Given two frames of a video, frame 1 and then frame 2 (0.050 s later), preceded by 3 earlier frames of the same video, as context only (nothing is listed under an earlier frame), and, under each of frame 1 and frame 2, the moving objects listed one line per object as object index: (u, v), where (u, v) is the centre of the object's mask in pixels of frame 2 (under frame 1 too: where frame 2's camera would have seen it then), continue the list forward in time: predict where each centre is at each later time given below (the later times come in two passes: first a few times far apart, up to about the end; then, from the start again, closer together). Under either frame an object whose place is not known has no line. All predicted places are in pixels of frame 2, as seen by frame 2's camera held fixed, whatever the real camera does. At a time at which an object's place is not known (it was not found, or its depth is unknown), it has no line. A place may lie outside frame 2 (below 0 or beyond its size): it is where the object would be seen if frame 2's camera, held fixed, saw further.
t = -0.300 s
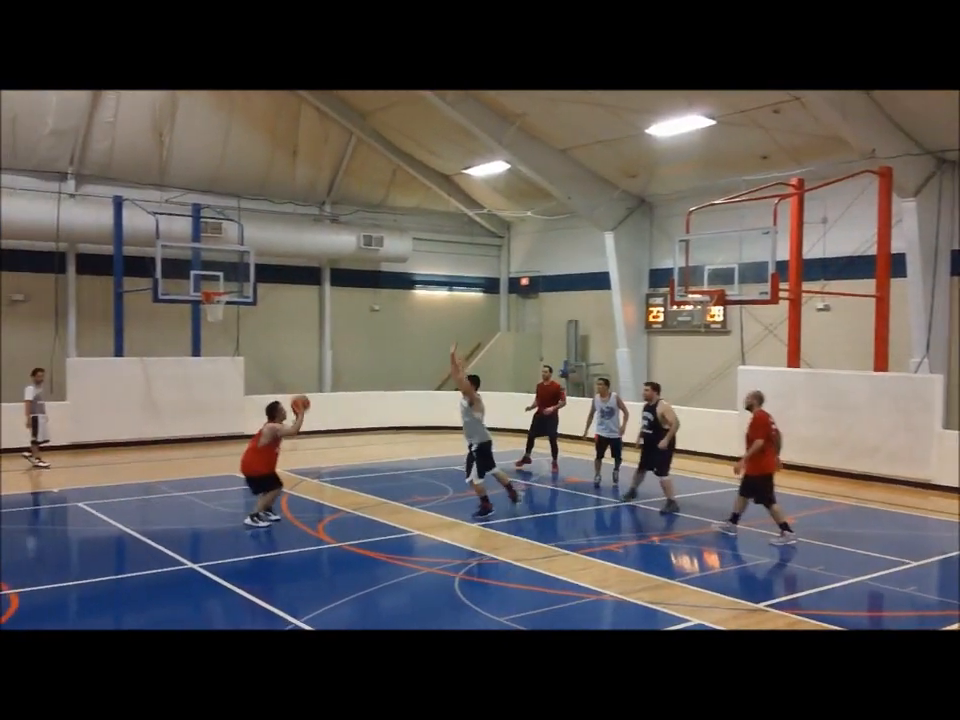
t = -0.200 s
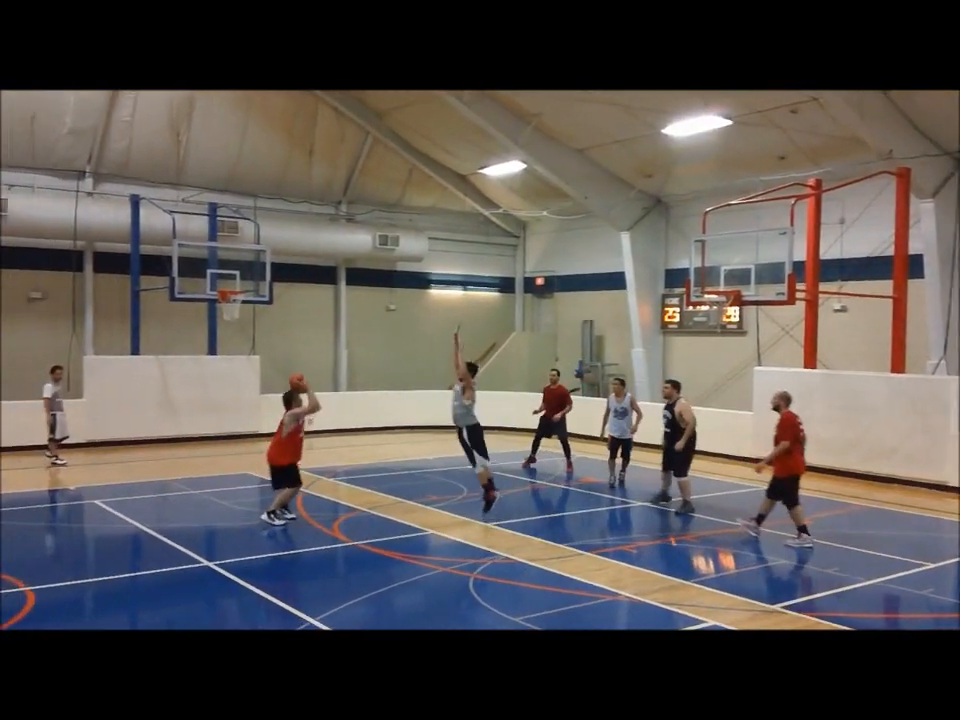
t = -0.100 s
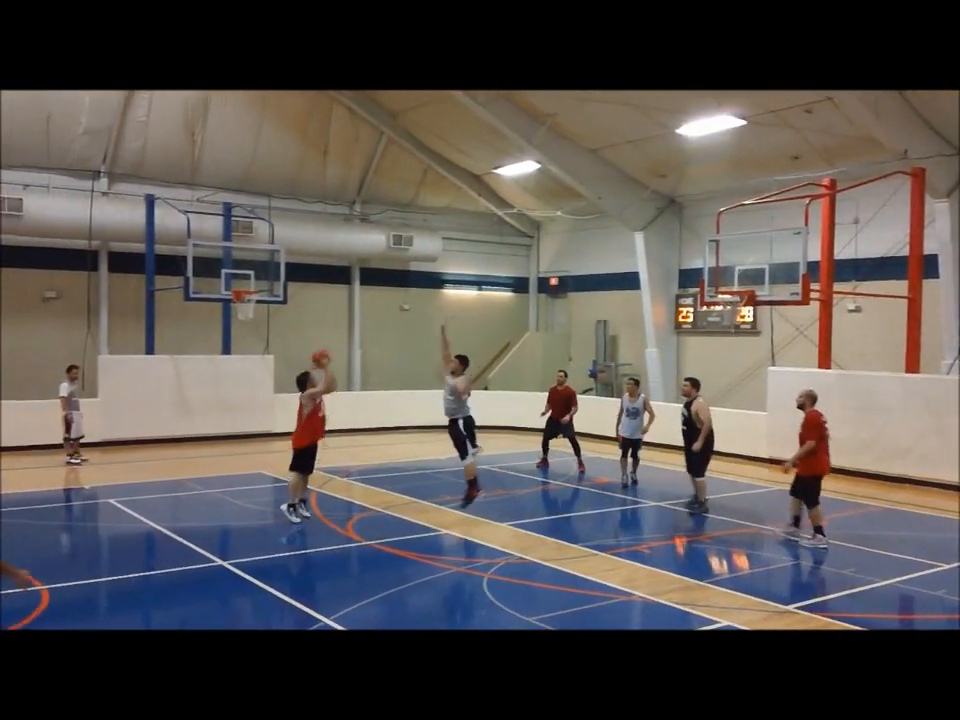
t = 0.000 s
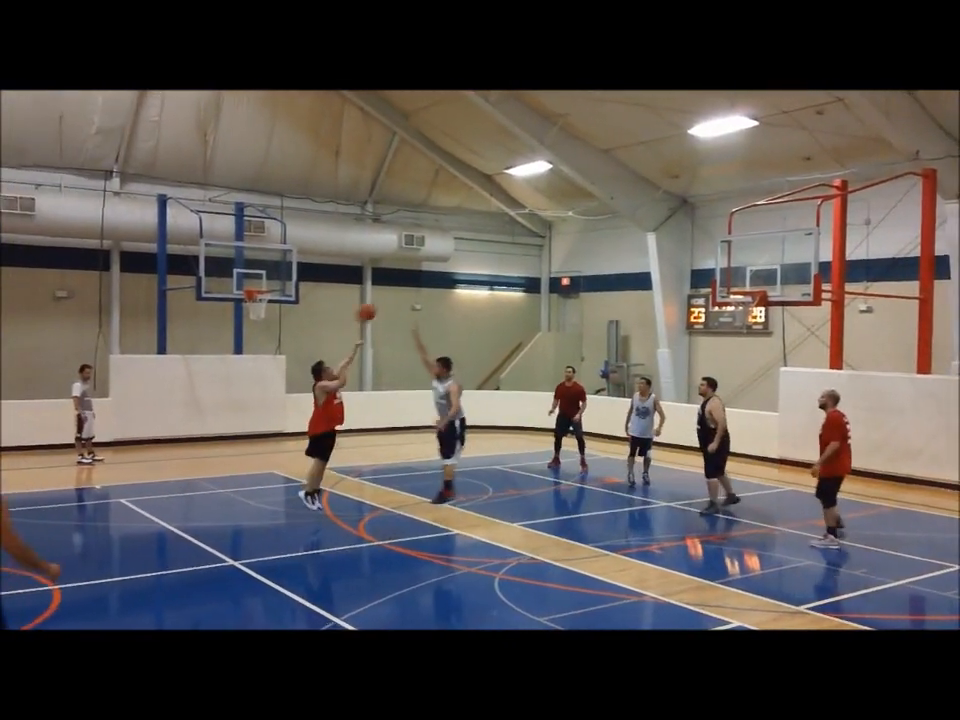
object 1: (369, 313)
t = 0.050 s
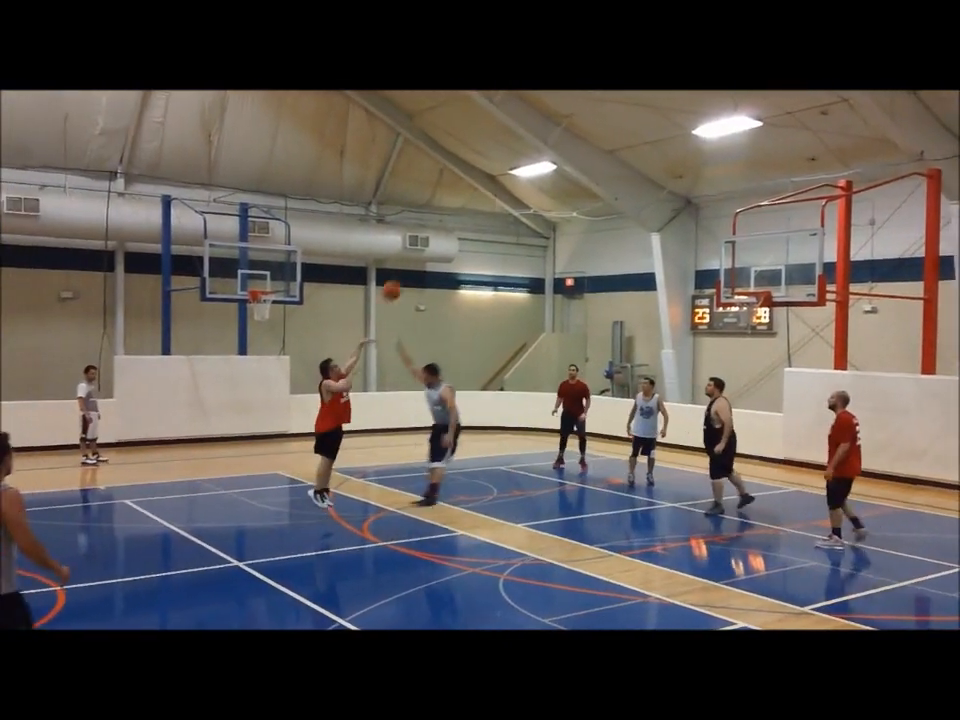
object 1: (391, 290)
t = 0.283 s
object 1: (486, 217)
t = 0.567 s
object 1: (584, 187)
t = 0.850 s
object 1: (673, 213)
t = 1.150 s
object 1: (751, 283)
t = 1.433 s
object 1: (778, 256)
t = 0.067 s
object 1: (398, 282)
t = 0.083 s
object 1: (406, 276)
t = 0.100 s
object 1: (412, 271)
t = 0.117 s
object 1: (421, 264)
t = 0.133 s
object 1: (427, 260)
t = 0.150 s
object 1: (434, 254)
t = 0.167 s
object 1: (442, 247)
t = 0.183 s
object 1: (449, 243)
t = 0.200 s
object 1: (454, 238)
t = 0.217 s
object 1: (461, 232)
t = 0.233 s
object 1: (467, 229)
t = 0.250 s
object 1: (473, 224)
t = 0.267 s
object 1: (479, 221)
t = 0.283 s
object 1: (486, 217)
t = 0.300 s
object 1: (491, 214)
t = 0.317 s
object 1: (498, 211)
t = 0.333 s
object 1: (503, 207)
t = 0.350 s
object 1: (509, 205)
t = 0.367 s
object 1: (515, 201)
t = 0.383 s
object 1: (522, 199)
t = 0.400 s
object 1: (528, 197)
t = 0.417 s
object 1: (534, 195)
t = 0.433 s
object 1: (540, 193)
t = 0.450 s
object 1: (547, 192)
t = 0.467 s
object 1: (551, 190)
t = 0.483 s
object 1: (558, 189)
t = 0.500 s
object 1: (564, 188)
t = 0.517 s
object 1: (569, 187)
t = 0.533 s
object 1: (573, 186)
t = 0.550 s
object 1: (578, 186)
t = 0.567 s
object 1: (584, 187)
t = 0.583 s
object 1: (589, 186)
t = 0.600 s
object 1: (595, 186)
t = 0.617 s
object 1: (600, 187)
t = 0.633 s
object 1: (606, 187)
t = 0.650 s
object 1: (612, 188)
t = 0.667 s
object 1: (617, 189)
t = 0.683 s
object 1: (623, 190)
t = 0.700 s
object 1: (628, 191)
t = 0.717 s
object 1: (633, 193)
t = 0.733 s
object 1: (638, 195)
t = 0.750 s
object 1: (643, 196)
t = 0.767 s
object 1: (649, 199)
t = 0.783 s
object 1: (654, 201)
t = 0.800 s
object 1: (658, 204)
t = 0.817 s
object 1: (664, 207)
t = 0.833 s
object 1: (669, 210)
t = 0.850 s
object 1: (673, 213)
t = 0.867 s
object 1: (677, 216)
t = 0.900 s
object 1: (687, 223)
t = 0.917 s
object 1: (693, 226)
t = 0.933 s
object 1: (697, 230)
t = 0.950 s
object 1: (702, 234)
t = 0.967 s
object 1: (706, 239)
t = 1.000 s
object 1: (716, 247)
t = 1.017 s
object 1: (720, 252)
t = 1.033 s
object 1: (725, 257)
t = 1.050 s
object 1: (730, 263)
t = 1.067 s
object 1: (734, 268)
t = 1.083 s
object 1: (736, 273)
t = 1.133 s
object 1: (750, 284)
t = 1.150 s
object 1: (751, 283)
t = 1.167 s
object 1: (753, 280)
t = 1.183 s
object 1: (754, 276)
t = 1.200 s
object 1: (756, 274)
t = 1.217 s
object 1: (757, 271)
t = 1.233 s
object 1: (759, 269)
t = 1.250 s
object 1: (760, 267)
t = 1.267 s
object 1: (762, 266)
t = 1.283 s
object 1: (763, 264)
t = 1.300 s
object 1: (765, 263)
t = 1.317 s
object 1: (767, 261)
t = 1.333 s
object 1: (768, 260)
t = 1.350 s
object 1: (770, 259)
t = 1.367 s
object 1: (771, 258)
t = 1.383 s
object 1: (773, 257)
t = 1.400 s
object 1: (775, 257)
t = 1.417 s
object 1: (776, 257)
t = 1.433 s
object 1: (778, 256)
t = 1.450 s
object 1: (779, 257)
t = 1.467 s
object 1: (781, 257)
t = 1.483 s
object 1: (782, 257)
